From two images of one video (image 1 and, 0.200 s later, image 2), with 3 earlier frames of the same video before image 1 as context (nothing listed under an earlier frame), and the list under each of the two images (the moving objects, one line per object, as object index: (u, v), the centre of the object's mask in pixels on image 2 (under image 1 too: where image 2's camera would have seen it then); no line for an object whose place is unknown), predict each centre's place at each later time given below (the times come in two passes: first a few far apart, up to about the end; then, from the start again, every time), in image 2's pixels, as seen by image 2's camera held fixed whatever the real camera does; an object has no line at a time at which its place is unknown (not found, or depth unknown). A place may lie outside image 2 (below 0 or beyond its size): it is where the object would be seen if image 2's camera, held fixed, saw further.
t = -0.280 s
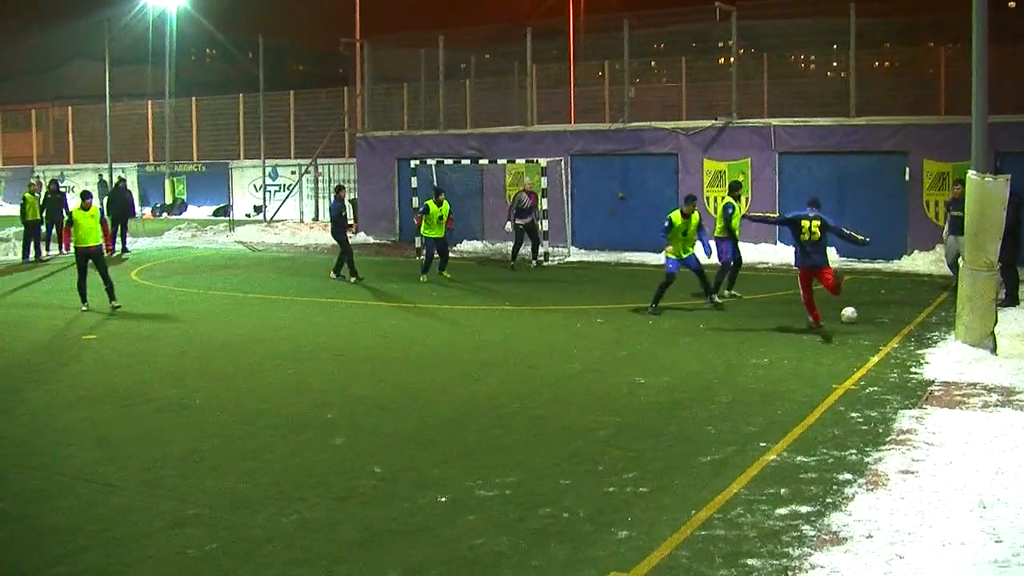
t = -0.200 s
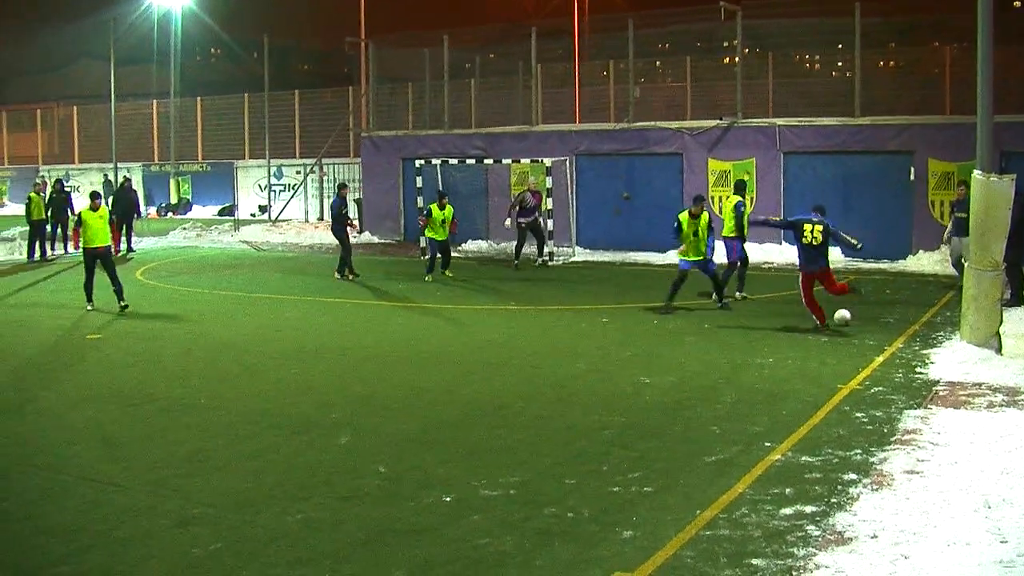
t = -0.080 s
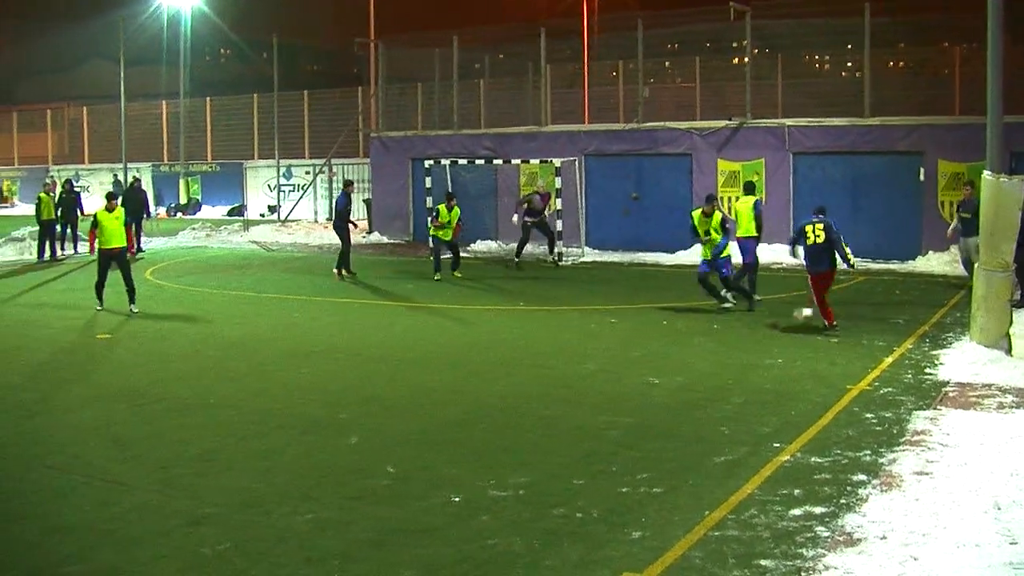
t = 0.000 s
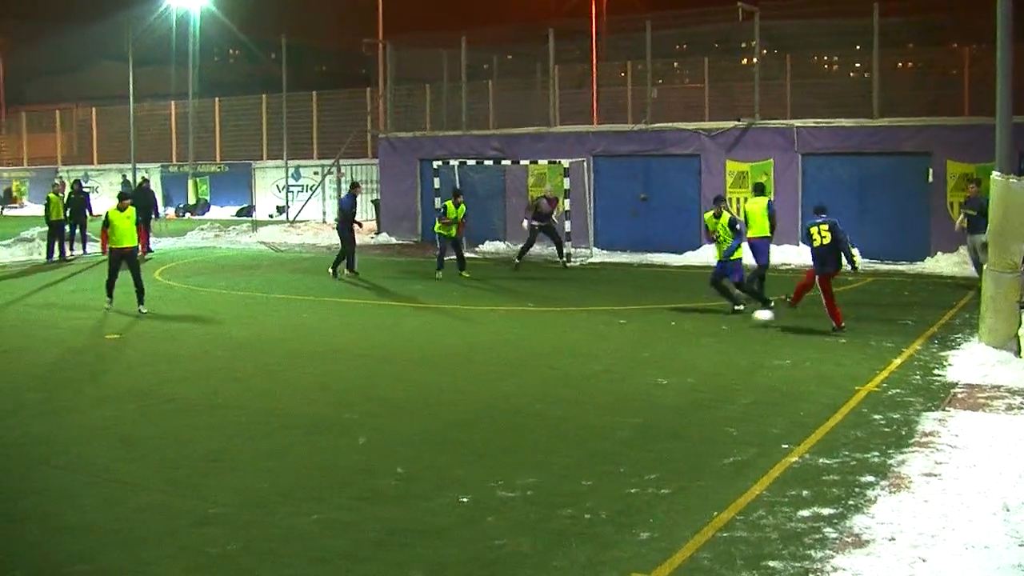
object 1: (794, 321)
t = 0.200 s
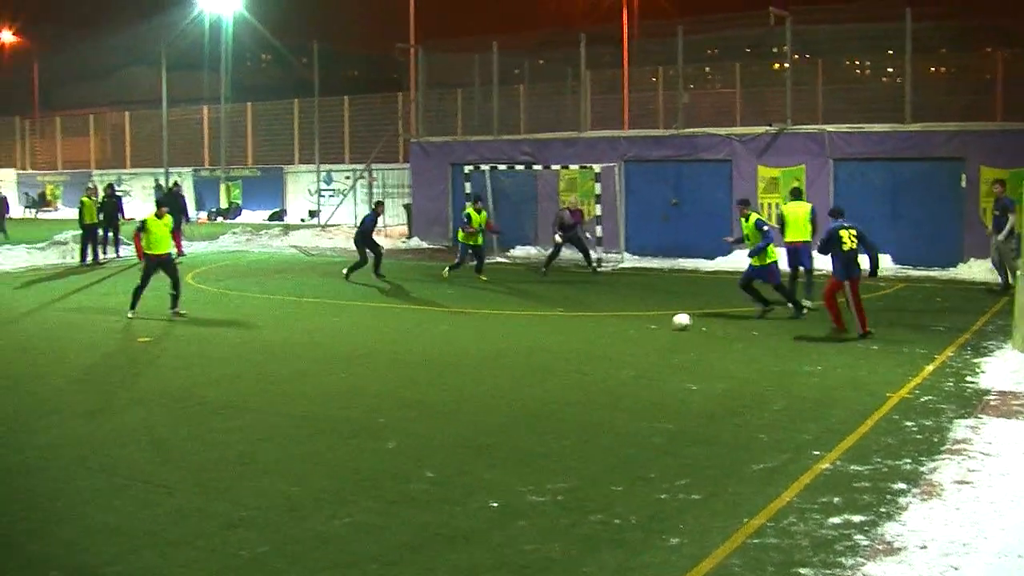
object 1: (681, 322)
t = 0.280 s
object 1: (642, 321)
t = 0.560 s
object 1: (525, 318)
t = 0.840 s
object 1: (423, 314)
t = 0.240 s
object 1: (661, 322)
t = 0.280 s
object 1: (642, 321)
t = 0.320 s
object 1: (623, 321)
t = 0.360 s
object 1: (606, 320)
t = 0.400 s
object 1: (588, 320)
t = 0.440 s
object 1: (572, 320)
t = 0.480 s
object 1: (556, 318)
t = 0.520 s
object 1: (540, 319)
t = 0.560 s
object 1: (525, 318)
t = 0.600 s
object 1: (509, 317)
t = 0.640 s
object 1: (494, 317)
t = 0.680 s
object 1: (479, 316)
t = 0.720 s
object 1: (464, 316)
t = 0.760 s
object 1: (450, 315)
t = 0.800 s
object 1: (436, 314)
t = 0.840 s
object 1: (423, 314)
